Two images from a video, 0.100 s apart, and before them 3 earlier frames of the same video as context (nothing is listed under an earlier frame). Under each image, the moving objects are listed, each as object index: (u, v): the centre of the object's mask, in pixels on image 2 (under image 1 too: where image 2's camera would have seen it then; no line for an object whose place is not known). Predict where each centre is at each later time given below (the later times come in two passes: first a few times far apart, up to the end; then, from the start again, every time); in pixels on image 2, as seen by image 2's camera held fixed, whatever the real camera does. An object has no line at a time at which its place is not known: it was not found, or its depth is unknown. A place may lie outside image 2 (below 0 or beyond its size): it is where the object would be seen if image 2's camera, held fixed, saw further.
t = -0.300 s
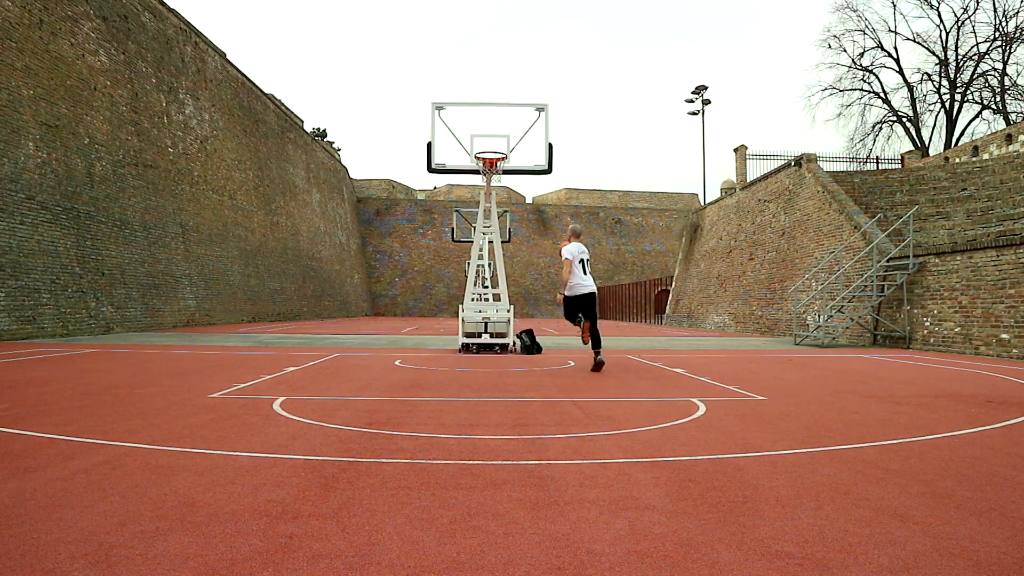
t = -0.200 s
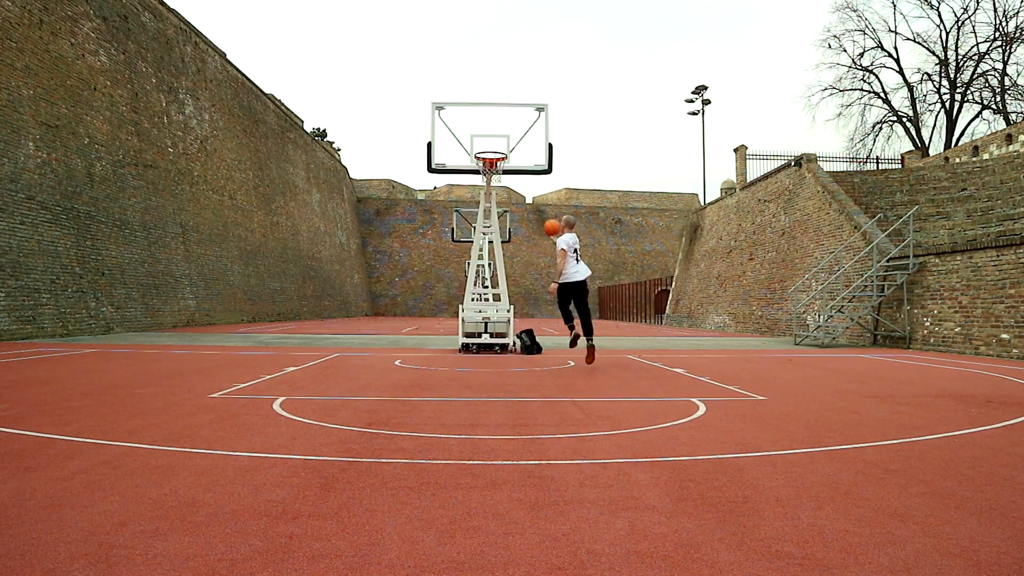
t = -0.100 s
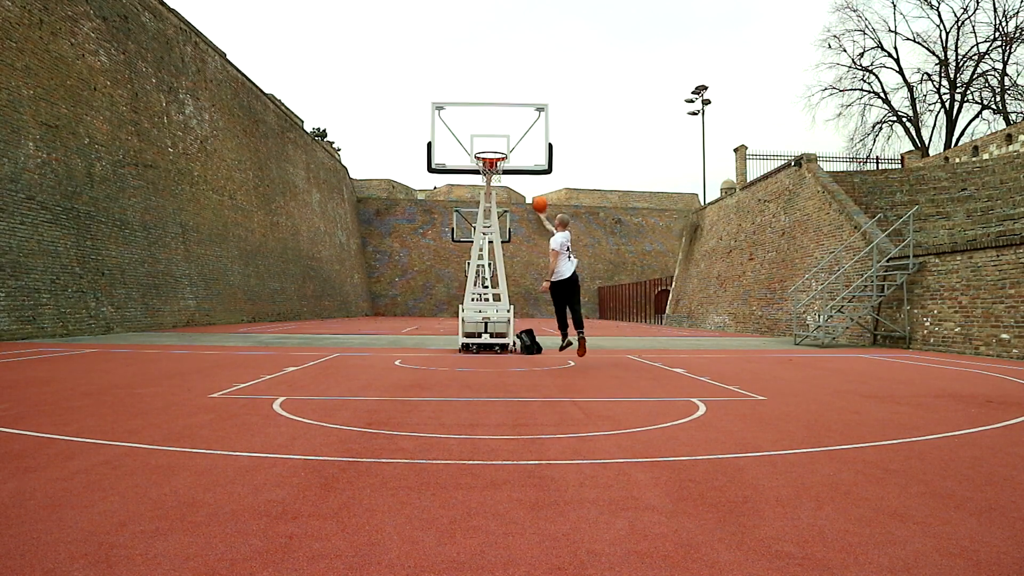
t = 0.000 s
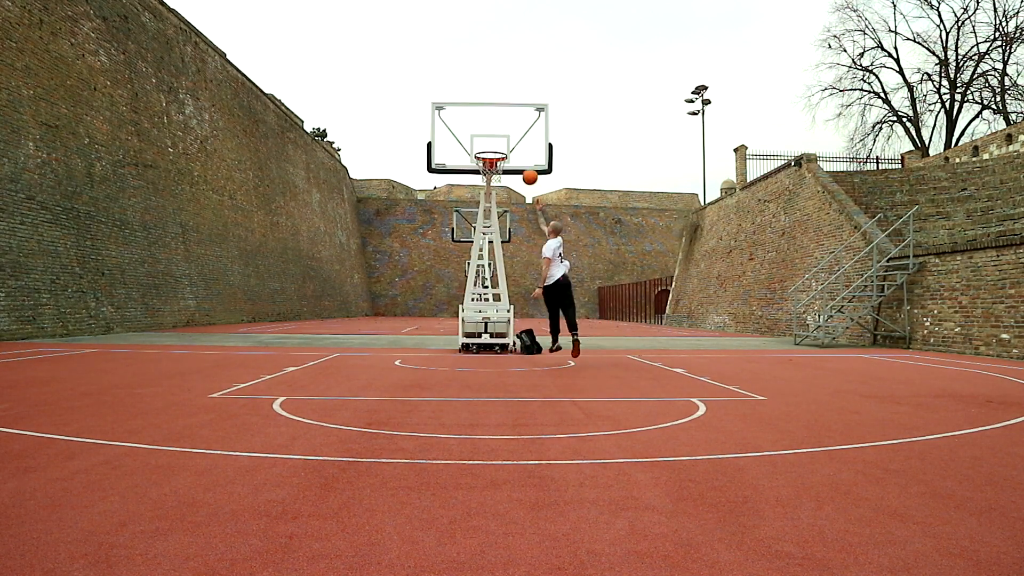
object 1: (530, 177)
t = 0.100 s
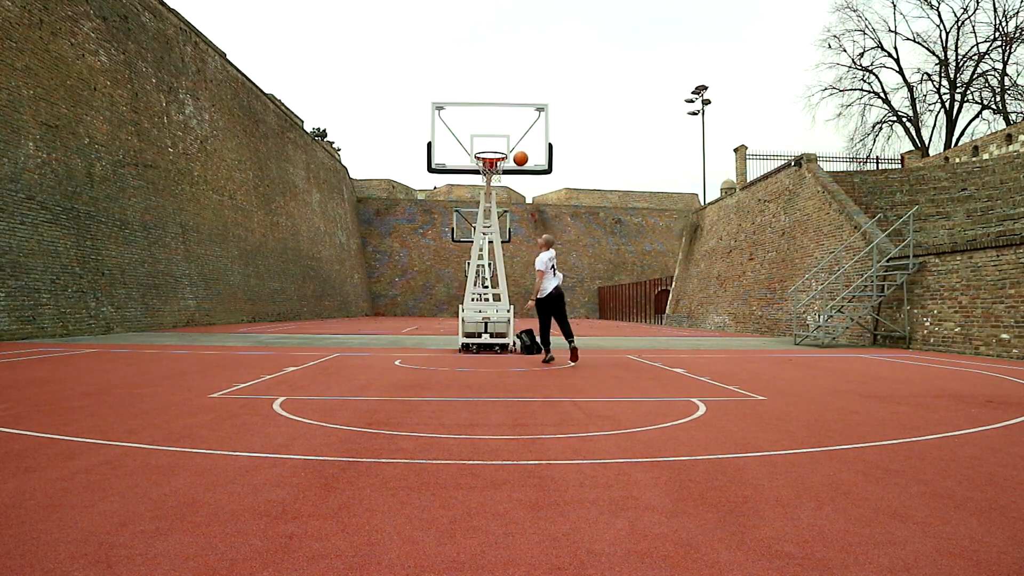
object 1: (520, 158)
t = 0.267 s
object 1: (507, 141)
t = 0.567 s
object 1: (493, 143)
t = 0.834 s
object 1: (489, 173)
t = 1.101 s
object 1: (491, 191)
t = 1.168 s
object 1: (491, 202)
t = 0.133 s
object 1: (517, 153)
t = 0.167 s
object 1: (514, 150)
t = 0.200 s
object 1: (512, 146)
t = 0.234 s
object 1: (509, 144)
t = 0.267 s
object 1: (507, 141)
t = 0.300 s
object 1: (505, 138)
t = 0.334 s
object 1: (504, 137)
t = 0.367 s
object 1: (502, 135)
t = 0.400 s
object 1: (501, 135)
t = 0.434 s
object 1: (499, 135)
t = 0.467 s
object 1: (498, 136)
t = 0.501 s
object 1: (496, 138)
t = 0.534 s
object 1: (495, 140)
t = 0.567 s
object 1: (493, 143)
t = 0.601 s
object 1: (492, 147)
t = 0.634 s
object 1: (491, 150)
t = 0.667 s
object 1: (490, 157)
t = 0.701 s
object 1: (489, 161)
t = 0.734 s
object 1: (489, 165)
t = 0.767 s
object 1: (489, 171)
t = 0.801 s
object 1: (489, 172)
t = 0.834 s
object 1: (489, 173)
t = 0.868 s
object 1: (489, 173)
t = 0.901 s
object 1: (489, 174)
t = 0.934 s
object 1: (490, 174)
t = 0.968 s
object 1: (489, 176)
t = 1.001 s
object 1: (490, 179)
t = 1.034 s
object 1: (490, 182)
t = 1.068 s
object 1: (490, 186)
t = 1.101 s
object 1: (491, 191)
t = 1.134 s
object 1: (491, 196)
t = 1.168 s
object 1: (491, 202)
